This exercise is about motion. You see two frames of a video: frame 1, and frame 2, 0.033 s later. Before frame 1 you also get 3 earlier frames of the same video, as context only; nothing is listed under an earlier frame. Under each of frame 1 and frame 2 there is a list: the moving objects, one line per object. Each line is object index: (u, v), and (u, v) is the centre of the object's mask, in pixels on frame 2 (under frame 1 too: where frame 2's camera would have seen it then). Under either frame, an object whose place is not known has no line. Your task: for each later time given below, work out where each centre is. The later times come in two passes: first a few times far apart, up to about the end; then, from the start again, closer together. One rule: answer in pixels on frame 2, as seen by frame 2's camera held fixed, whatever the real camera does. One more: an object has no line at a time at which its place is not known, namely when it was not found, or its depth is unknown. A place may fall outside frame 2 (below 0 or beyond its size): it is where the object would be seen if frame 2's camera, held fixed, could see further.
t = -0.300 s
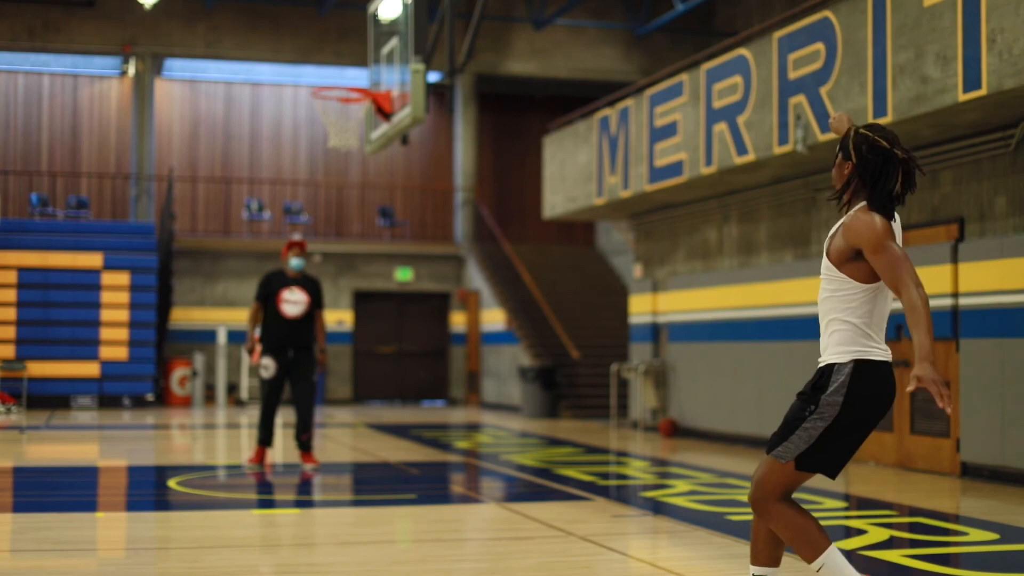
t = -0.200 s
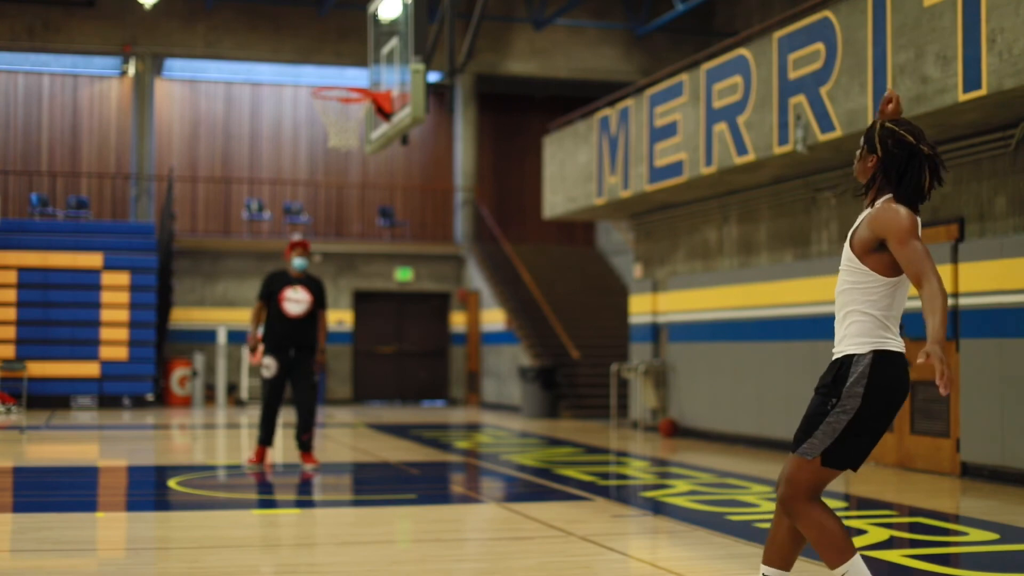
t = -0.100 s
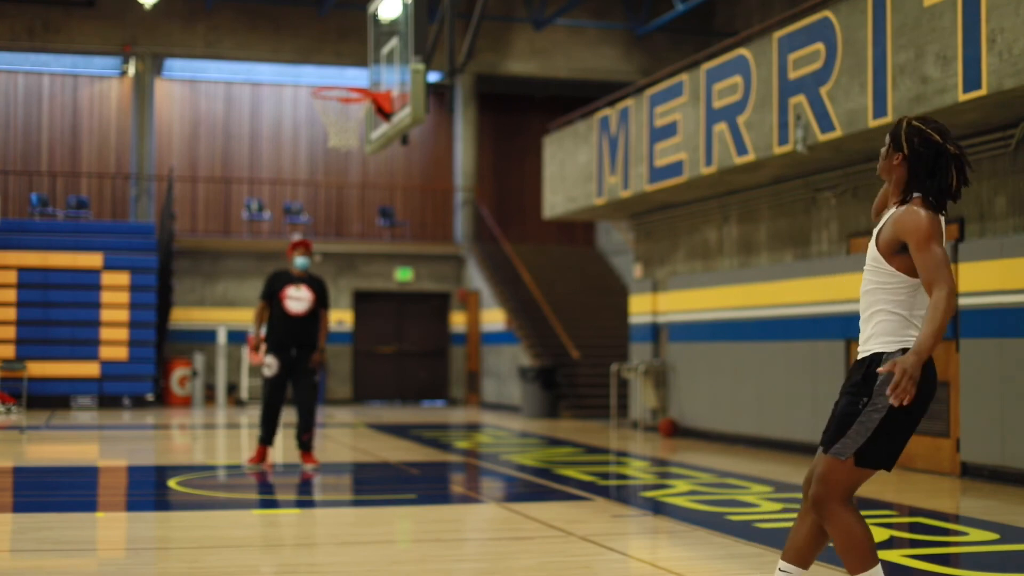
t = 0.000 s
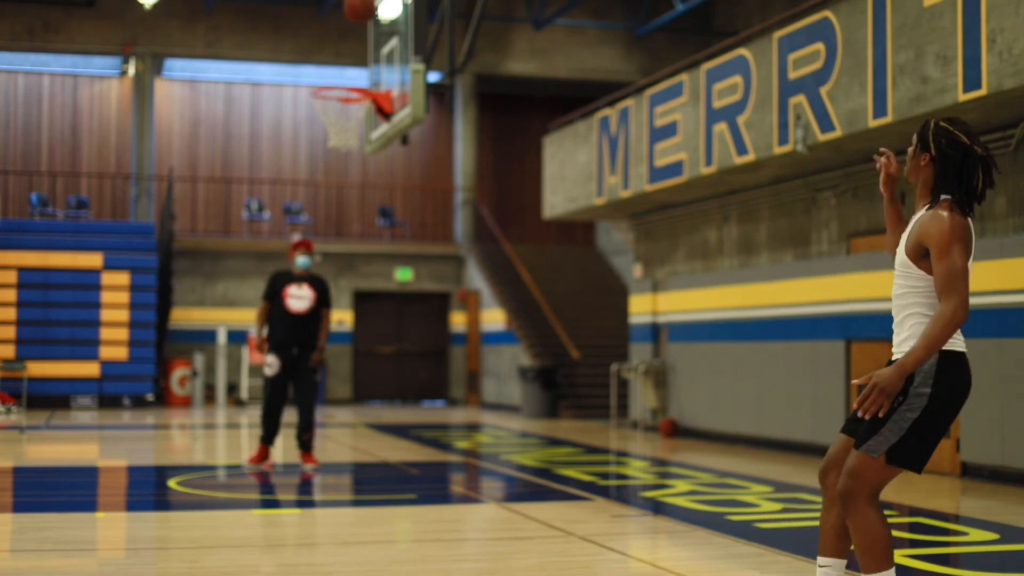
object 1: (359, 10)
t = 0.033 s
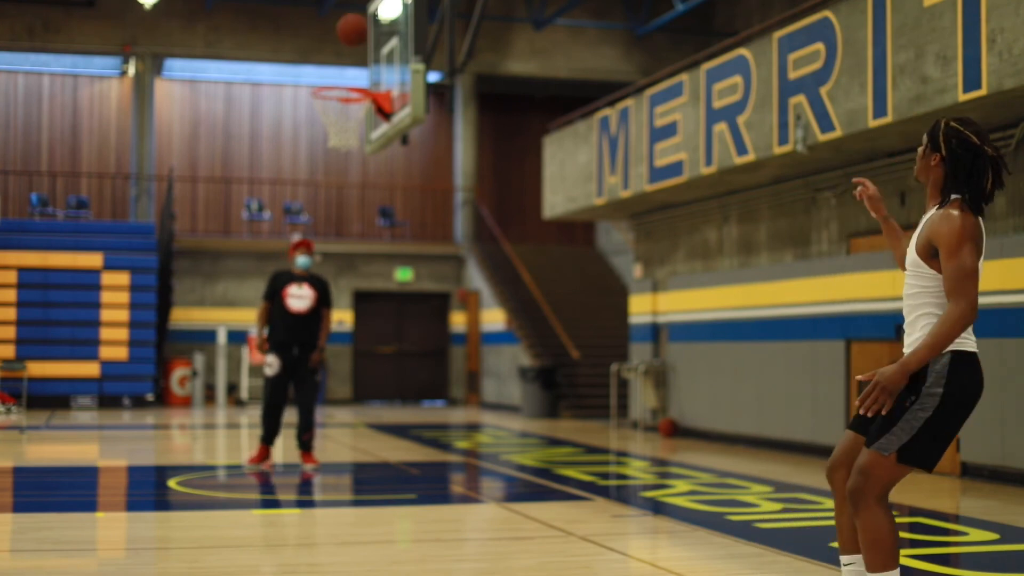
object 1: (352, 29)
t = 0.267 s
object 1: (313, 124)
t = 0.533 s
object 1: (258, 301)
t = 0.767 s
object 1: (202, 465)
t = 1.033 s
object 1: (147, 256)
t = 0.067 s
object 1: (346, 52)
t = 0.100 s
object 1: (340, 78)
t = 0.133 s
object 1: (335, 88)
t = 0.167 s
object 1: (330, 94)
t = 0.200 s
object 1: (324, 103)
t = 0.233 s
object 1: (319, 112)
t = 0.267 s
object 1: (313, 124)
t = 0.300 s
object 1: (307, 138)
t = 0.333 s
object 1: (301, 154)
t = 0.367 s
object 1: (295, 173)
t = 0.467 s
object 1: (273, 241)
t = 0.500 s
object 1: (266, 269)
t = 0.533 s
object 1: (258, 301)
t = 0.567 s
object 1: (250, 335)
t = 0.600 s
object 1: (242, 373)
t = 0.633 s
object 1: (233, 414)
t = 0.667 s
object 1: (224, 458)
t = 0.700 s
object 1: (215, 507)
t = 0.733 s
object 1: (208, 497)
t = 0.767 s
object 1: (202, 465)
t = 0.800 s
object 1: (195, 435)
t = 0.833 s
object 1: (189, 406)
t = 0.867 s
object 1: (182, 377)
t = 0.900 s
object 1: (176, 350)
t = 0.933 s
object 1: (169, 325)
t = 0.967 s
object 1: (162, 300)
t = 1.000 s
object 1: (155, 278)
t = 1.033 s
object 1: (147, 256)
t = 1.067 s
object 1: (139, 237)
